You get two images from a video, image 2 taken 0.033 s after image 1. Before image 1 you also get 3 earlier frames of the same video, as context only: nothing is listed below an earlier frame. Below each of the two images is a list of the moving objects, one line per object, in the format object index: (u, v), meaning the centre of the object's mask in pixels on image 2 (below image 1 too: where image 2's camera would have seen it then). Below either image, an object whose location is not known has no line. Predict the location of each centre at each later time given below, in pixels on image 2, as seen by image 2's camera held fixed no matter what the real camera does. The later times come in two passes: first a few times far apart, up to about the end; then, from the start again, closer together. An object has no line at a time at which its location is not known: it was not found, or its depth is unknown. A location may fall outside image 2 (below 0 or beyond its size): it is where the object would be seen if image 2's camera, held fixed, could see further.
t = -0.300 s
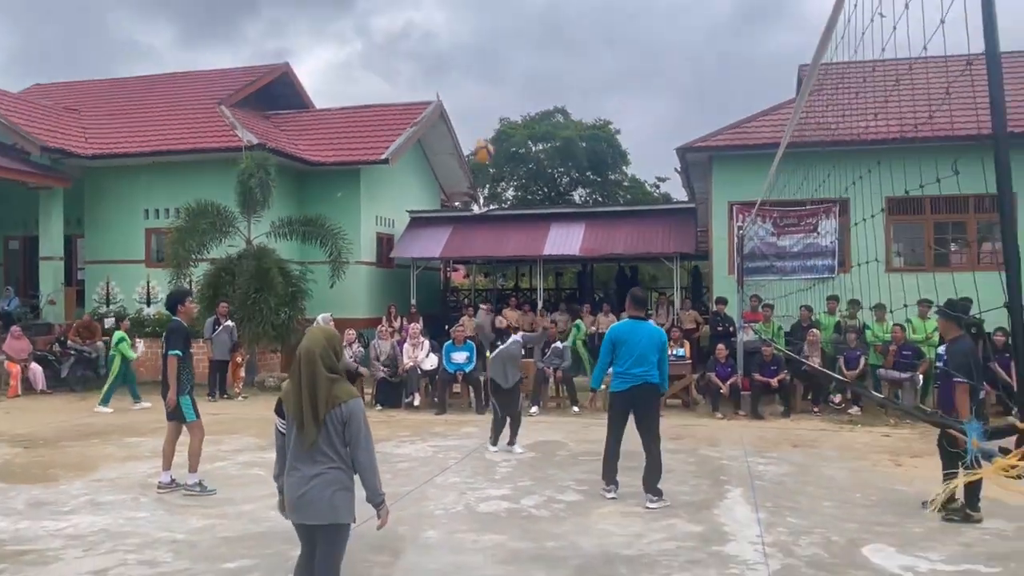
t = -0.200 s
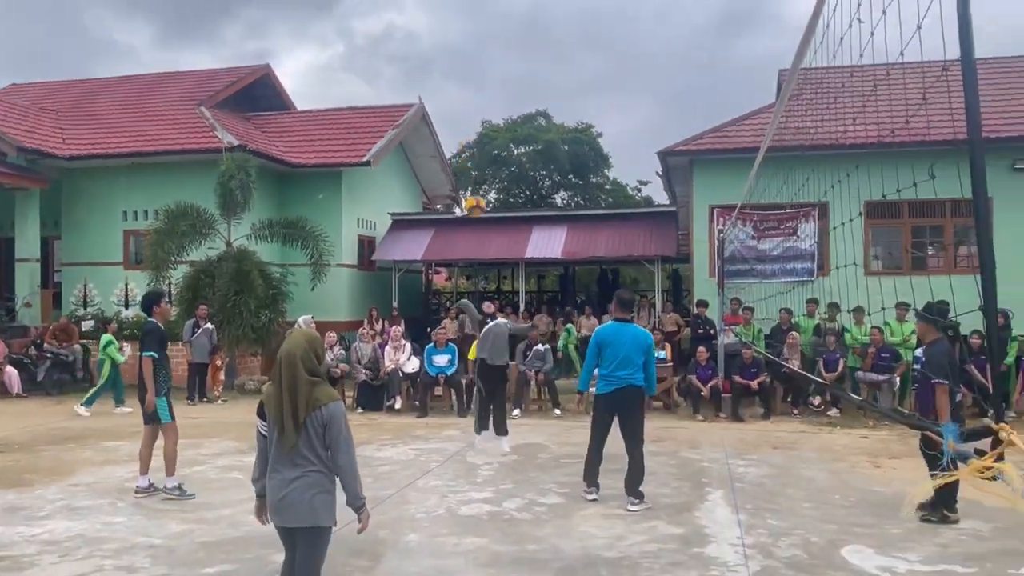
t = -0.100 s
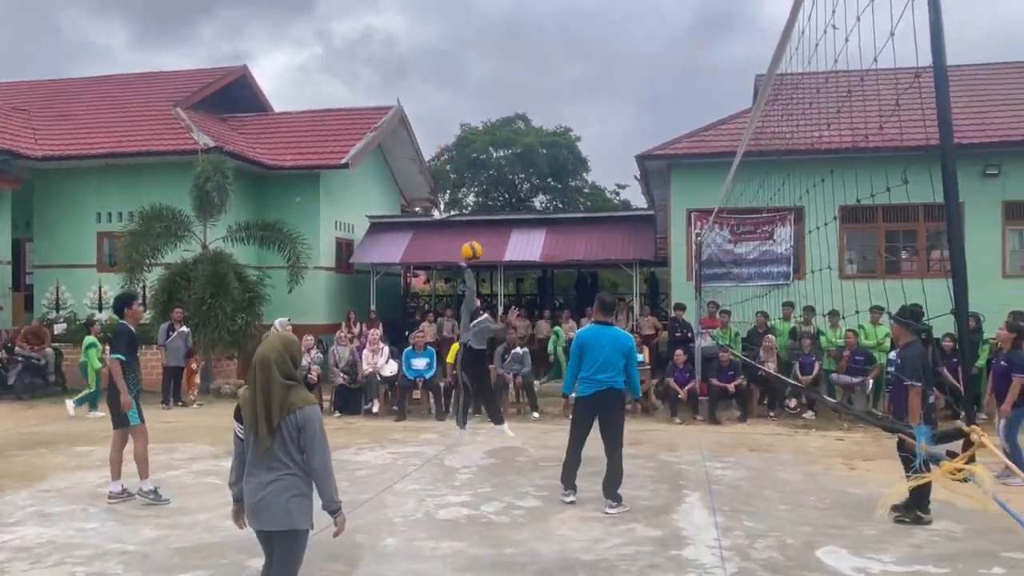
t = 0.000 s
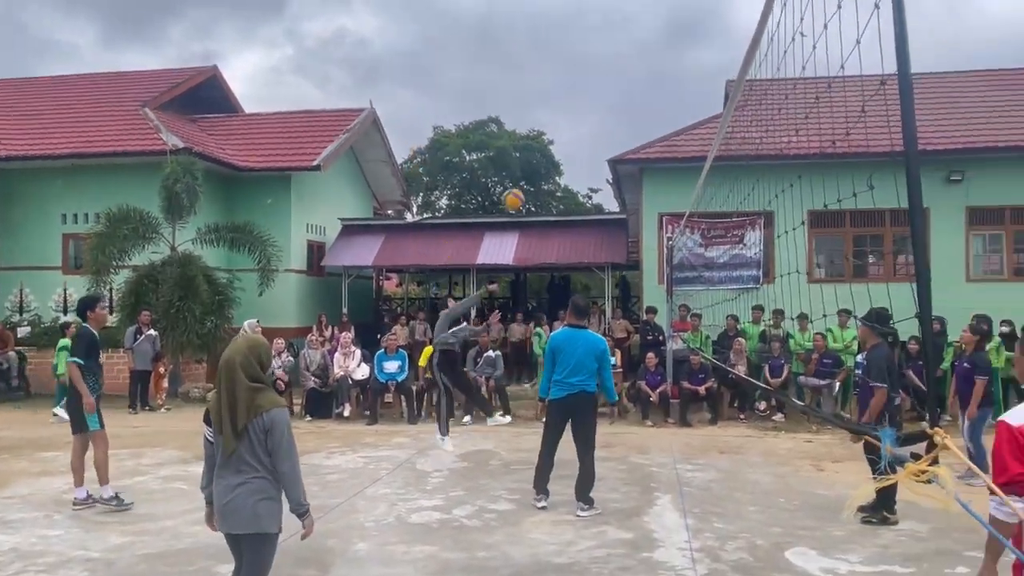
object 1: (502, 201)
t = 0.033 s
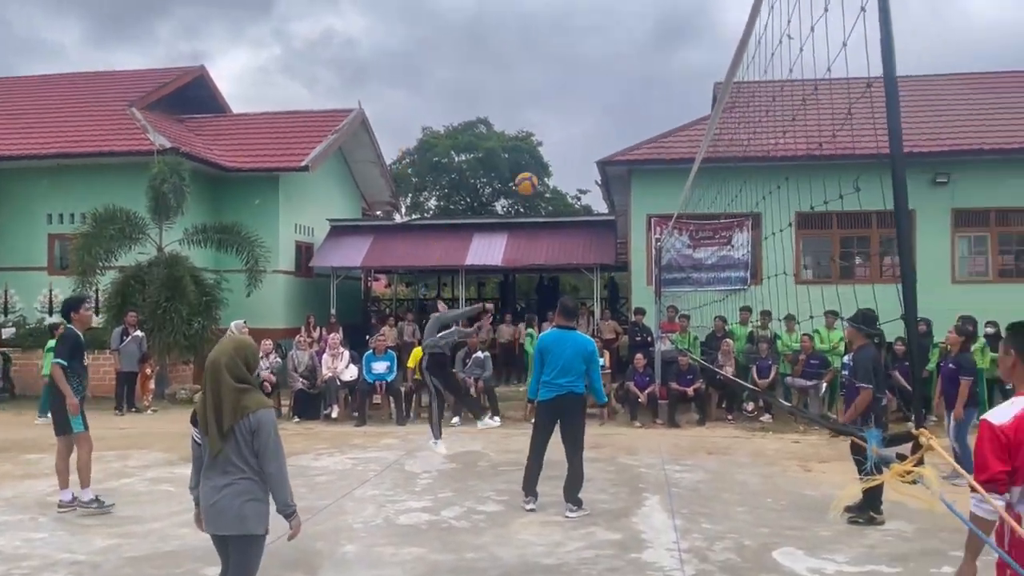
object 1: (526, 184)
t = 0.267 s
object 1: (718, 78)
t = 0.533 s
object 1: (1017, 19)
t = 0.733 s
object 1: (1287, 34)
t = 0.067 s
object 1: (551, 167)
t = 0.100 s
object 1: (578, 151)
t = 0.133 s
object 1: (606, 135)
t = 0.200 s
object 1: (663, 106)
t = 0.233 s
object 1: (693, 92)
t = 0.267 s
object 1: (718, 78)
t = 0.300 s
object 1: (759, 69)
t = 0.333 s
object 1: (792, 57)
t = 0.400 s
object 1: (854, 42)
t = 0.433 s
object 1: (900, 33)
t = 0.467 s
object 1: (938, 27)
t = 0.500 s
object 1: (977, 22)
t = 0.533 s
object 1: (1017, 19)
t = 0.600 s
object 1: (1100, 18)
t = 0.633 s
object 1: (1144, 20)
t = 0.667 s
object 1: (1190, 23)
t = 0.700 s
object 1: (1237, 29)
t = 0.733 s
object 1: (1287, 34)
